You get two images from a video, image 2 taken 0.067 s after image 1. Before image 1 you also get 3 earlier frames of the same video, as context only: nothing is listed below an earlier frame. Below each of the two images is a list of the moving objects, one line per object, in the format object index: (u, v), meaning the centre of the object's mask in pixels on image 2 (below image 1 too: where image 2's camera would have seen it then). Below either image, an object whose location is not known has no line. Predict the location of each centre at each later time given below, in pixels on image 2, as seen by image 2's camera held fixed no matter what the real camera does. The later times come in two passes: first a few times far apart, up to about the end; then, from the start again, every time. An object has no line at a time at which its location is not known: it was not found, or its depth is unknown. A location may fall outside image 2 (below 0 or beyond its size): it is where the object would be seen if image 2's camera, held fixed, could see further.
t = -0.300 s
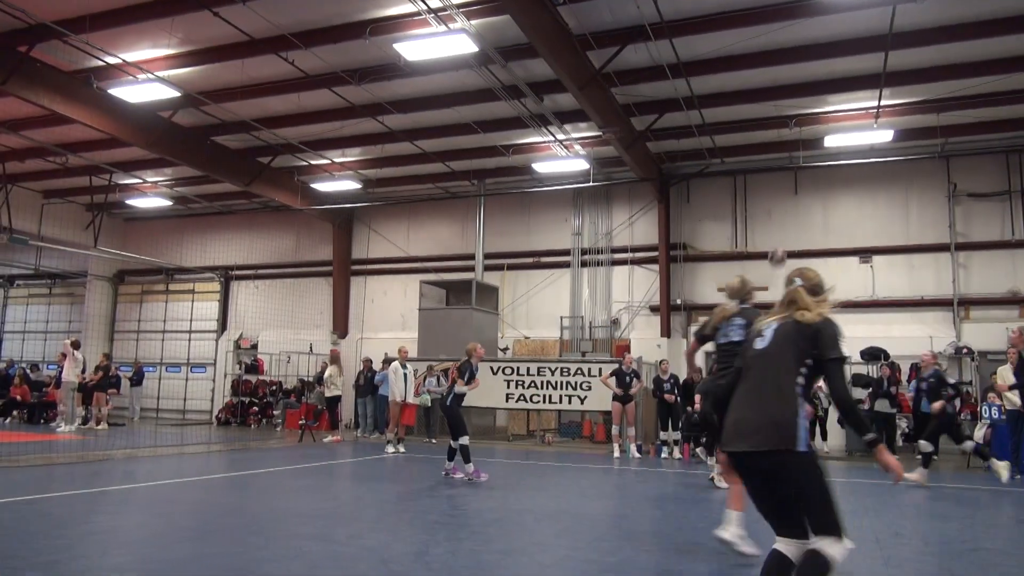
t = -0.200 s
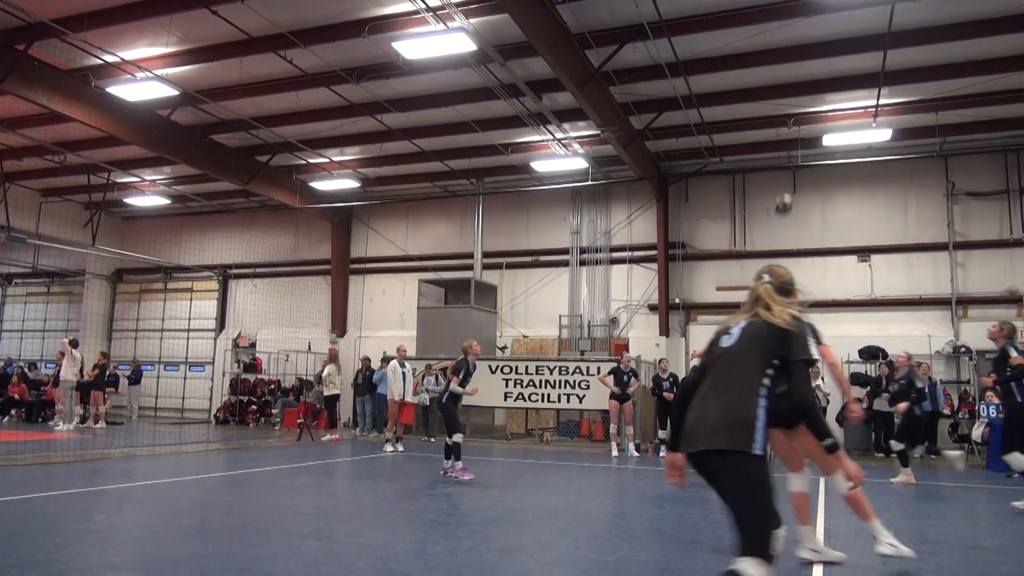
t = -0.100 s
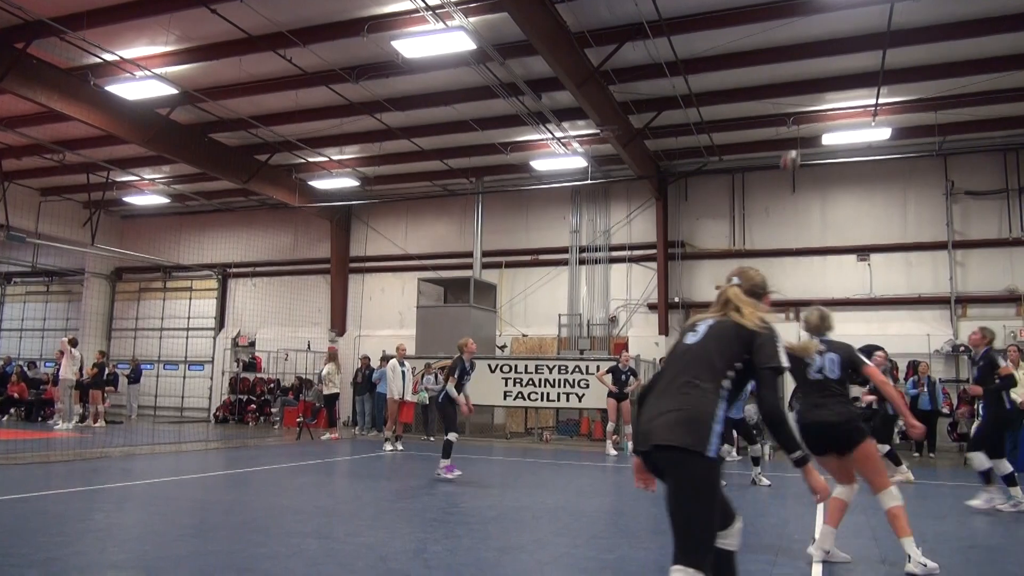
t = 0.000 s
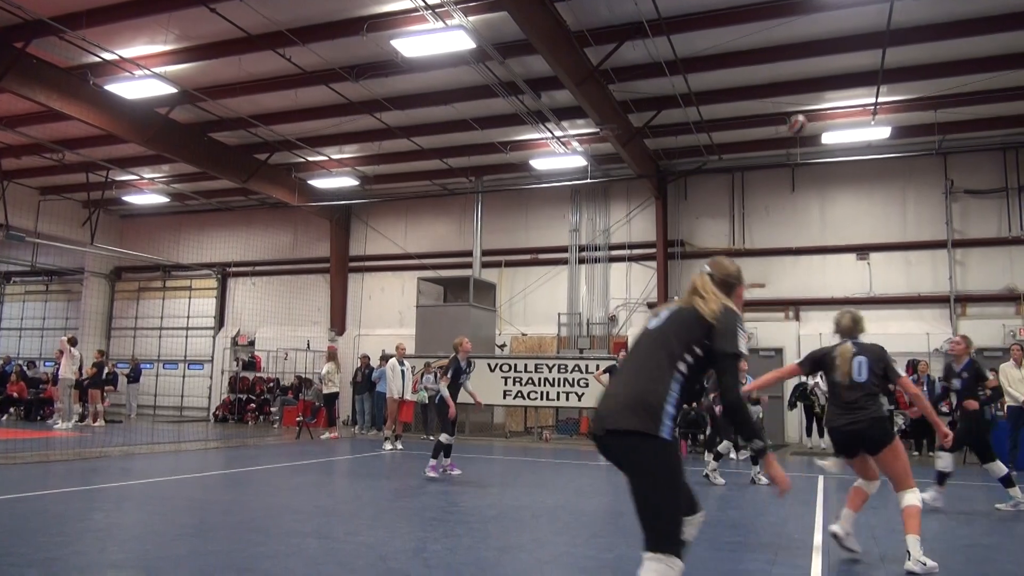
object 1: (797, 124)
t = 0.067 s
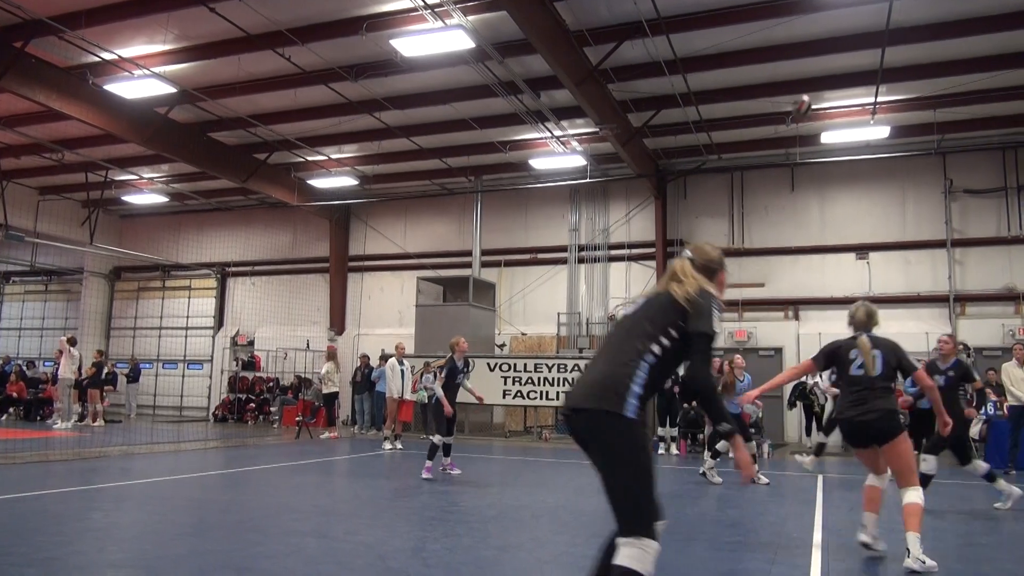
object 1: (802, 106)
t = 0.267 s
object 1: (819, 71)
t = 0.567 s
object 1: (848, 83)
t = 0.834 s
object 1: (881, 172)
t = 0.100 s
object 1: (804, 97)
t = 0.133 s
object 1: (807, 90)
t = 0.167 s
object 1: (810, 84)
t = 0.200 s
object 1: (813, 80)
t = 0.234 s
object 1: (816, 75)
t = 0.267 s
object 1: (819, 71)
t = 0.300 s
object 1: (822, 68)
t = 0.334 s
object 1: (824, 67)
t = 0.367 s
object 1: (827, 66)
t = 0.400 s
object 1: (831, 66)
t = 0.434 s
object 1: (835, 67)
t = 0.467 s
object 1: (838, 70)
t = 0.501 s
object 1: (841, 74)
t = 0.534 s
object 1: (844, 77)
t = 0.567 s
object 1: (848, 83)
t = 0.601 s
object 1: (852, 90)
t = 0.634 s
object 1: (856, 98)
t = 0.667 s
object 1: (860, 108)
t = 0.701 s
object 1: (864, 117)
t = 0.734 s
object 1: (867, 132)
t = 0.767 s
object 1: (873, 146)
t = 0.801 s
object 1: (877, 157)
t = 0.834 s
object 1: (881, 172)
